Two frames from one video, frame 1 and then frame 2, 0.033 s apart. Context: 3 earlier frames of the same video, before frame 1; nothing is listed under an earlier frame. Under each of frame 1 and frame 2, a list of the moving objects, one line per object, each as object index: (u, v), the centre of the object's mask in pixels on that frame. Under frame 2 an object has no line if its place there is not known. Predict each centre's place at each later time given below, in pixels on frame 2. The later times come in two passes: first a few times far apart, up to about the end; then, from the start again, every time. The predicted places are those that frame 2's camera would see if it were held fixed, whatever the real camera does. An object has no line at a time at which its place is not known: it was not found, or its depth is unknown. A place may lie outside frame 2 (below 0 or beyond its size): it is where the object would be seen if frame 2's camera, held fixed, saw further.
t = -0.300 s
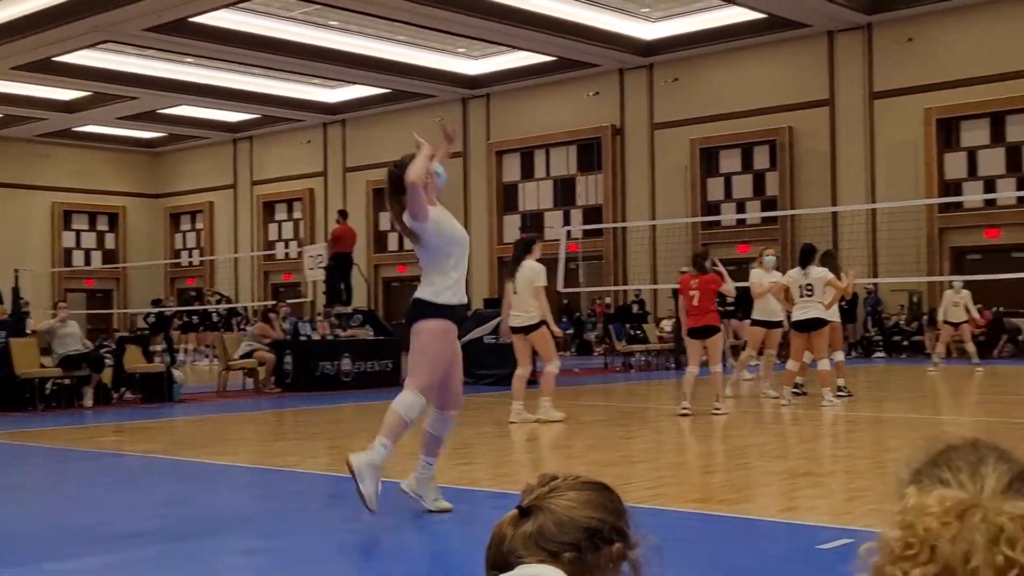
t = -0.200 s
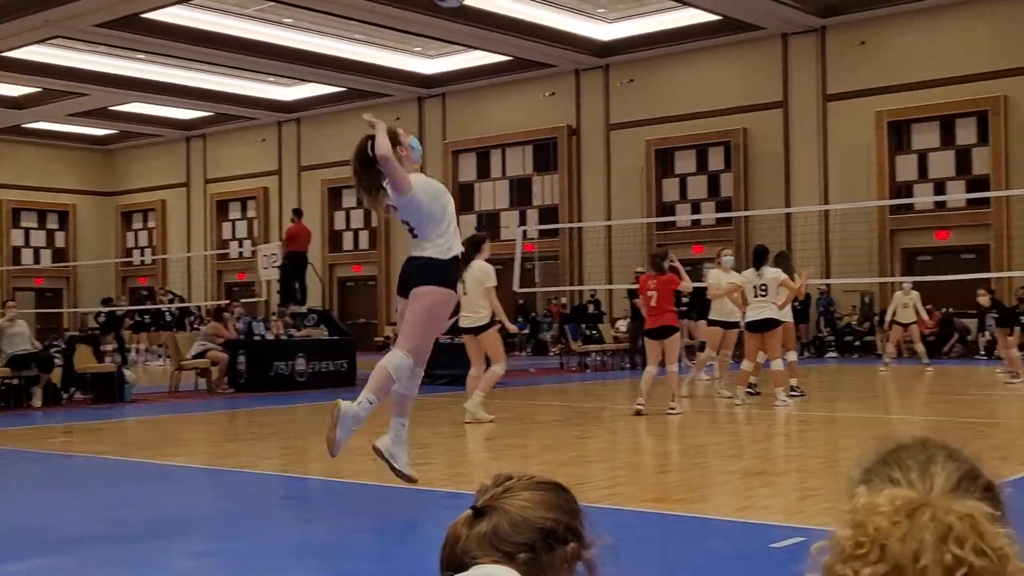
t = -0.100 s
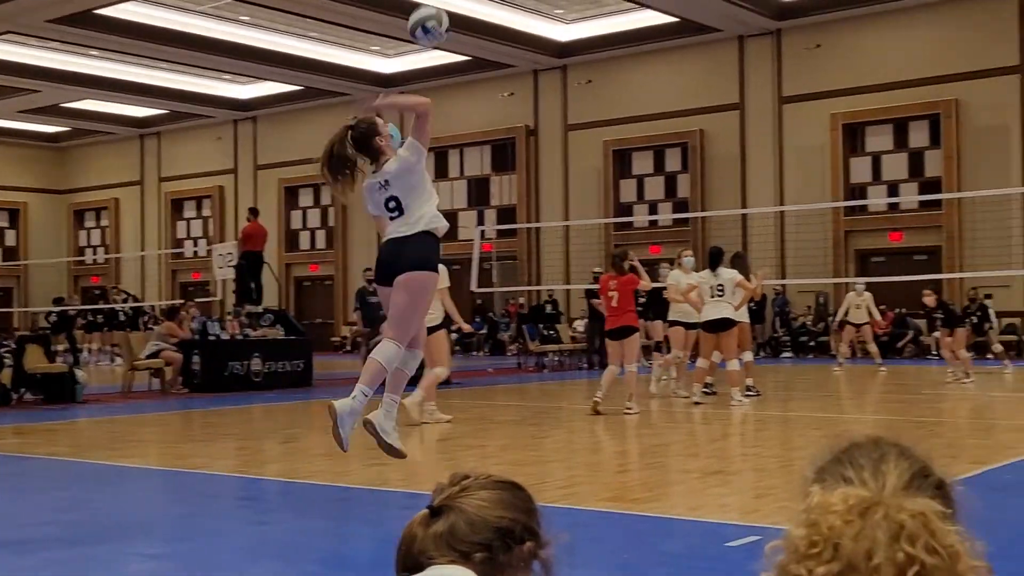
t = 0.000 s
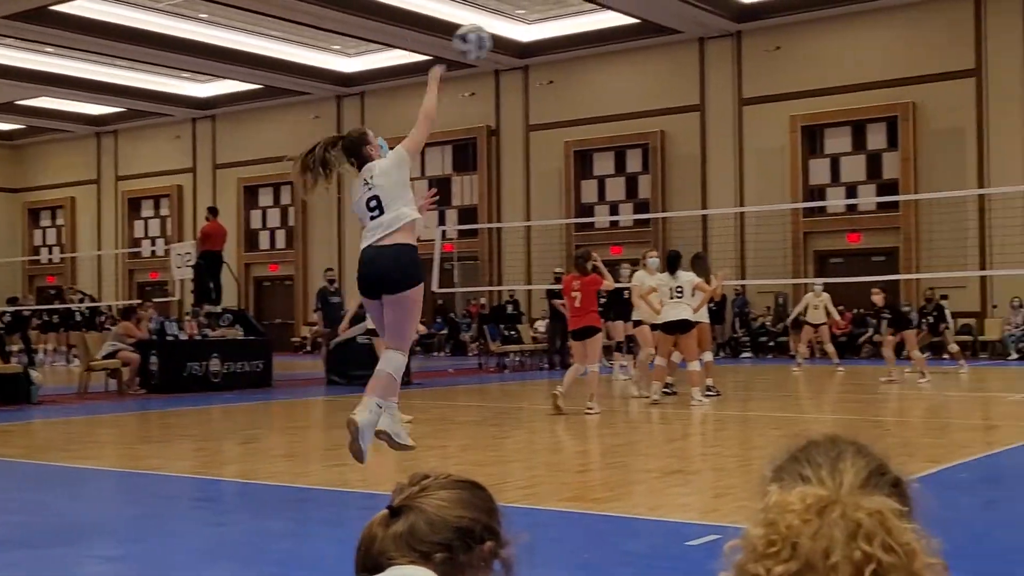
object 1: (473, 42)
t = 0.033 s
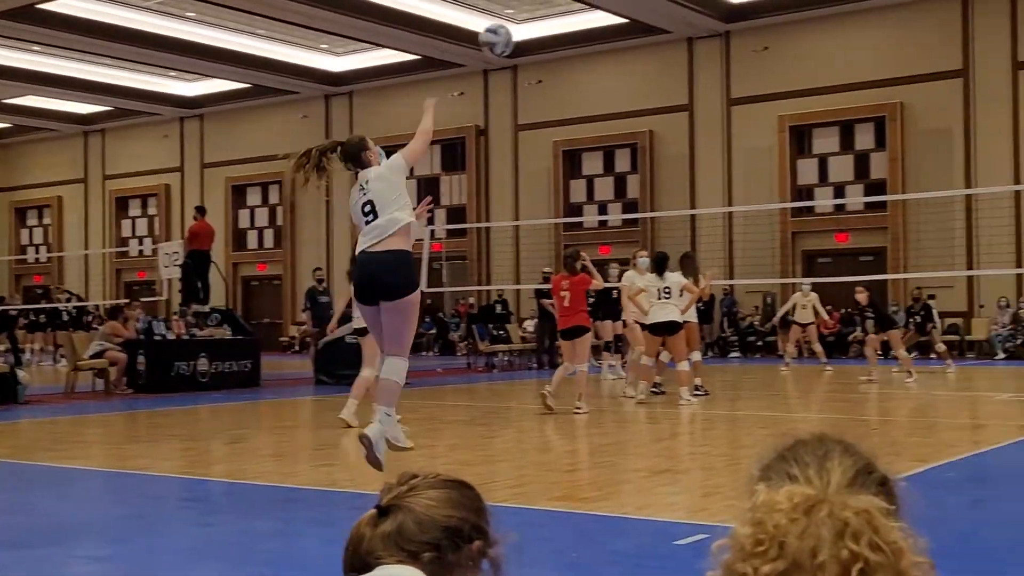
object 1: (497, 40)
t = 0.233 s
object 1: (634, 58)
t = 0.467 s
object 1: (713, 110)
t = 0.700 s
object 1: (763, 178)
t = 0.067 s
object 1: (528, 41)
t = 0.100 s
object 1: (554, 42)
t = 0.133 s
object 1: (578, 44)
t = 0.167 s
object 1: (599, 48)
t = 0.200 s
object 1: (617, 52)
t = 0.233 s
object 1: (634, 58)
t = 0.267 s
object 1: (648, 64)
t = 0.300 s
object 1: (661, 70)
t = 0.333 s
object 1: (673, 77)
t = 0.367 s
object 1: (684, 86)
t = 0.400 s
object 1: (694, 92)
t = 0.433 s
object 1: (704, 101)
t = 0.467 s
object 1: (713, 110)
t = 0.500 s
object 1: (722, 119)
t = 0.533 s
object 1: (730, 128)
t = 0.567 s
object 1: (737, 137)
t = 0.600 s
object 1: (743, 147)
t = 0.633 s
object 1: (750, 157)
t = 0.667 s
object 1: (757, 166)
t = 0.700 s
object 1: (763, 178)
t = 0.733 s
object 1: (768, 189)
